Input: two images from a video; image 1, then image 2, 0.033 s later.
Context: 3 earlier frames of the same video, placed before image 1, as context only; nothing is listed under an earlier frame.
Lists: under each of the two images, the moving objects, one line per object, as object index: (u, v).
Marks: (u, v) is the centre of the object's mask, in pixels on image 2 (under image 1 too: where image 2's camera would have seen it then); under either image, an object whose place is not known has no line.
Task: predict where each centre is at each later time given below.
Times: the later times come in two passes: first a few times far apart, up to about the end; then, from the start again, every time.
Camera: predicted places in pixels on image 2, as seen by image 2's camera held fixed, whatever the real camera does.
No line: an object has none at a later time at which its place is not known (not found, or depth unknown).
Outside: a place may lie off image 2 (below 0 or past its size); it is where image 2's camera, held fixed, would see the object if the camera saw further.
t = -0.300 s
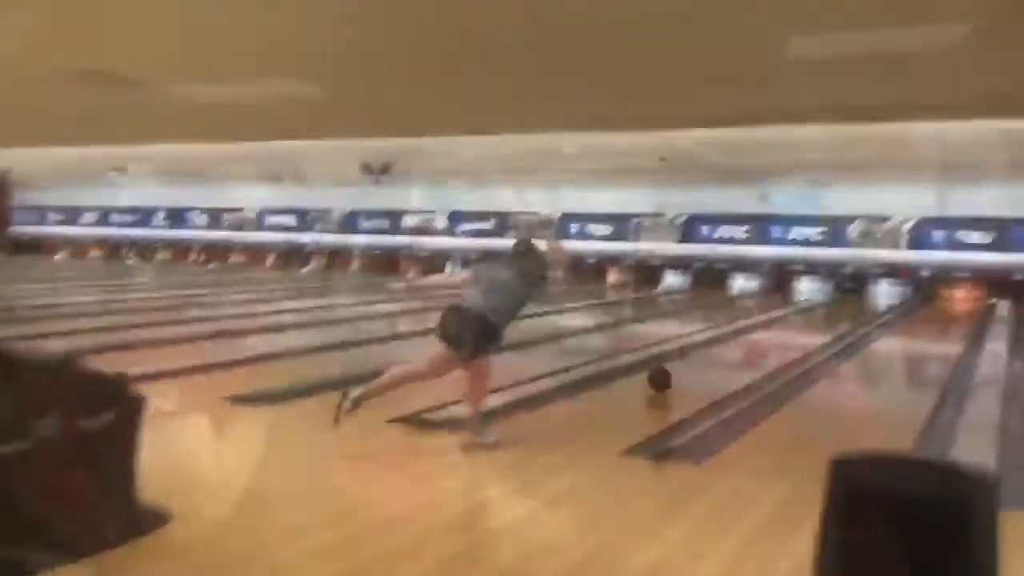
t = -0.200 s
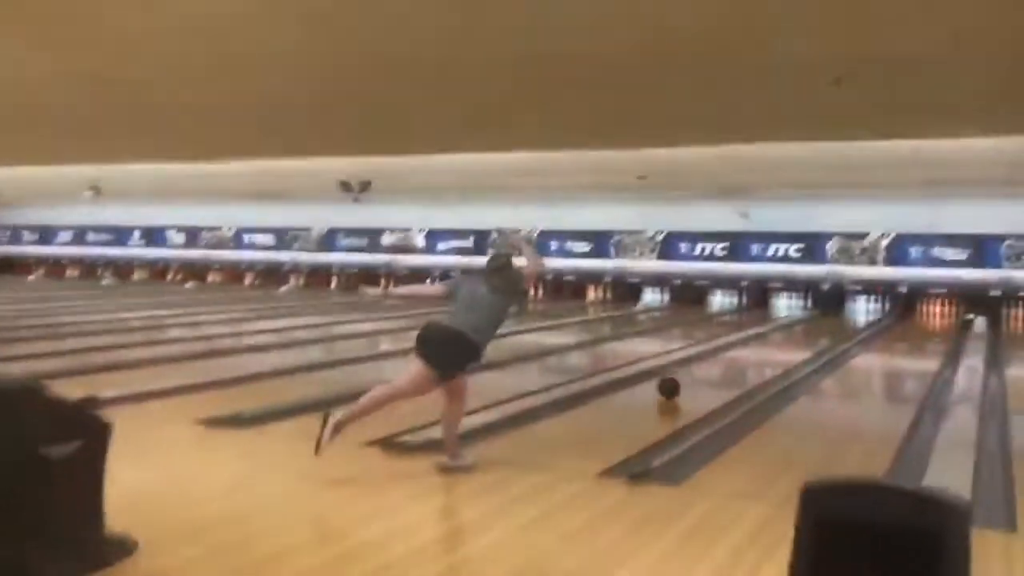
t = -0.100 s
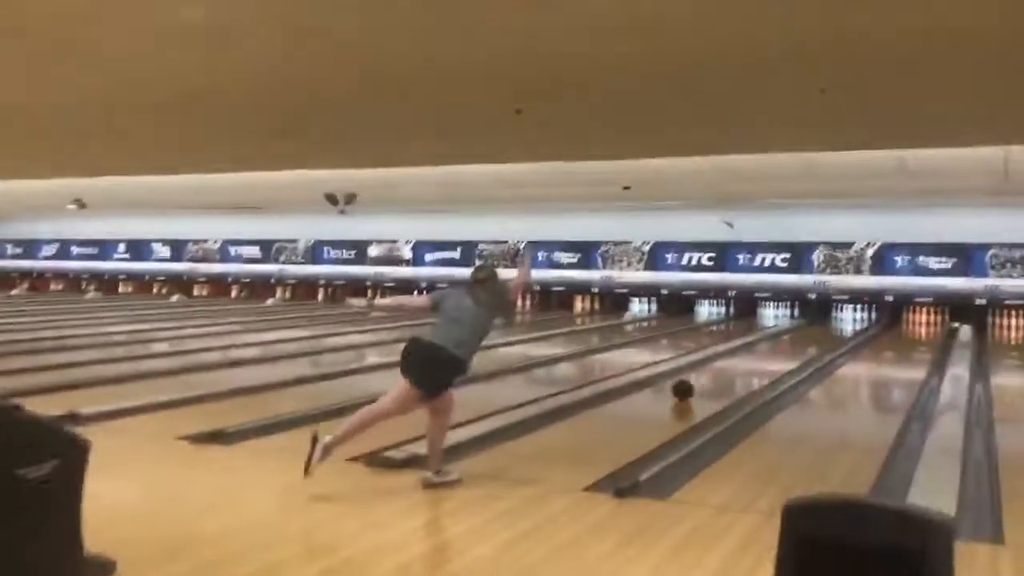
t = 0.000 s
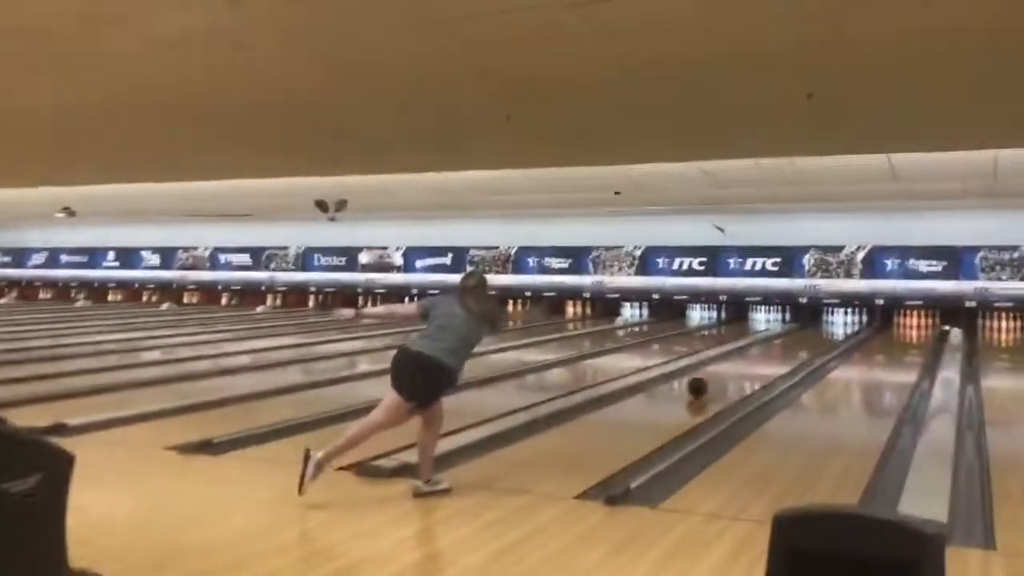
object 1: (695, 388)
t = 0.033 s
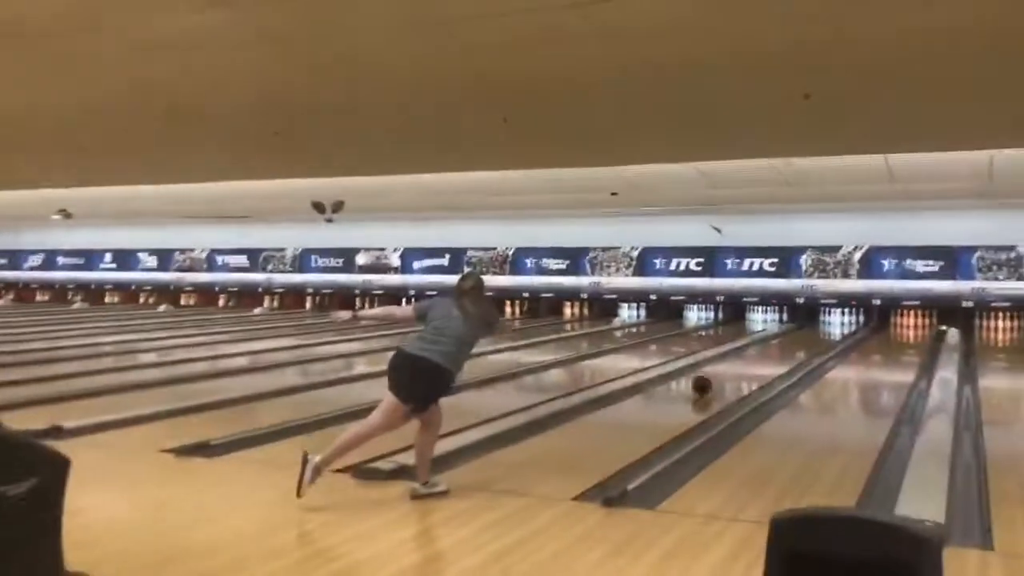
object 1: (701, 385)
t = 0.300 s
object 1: (747, 367)
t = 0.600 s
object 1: (785, 353)
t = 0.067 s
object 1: (708, 382)
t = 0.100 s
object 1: (714, 380)
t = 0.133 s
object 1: (720, 377)
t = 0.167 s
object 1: (726, 375)
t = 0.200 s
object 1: (732, 373)
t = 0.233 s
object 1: (737, 371)
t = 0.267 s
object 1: (742, 369)
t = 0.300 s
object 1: (747, 367)
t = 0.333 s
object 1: (752, 366)
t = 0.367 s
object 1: (756, 364)
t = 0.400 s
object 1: (761, 362)
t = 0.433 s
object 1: (765, 361)
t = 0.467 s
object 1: (769, 359)
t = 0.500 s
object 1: (774, 357)
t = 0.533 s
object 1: (777, 356)
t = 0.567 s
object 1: (781, 355)
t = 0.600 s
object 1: (785, 353)
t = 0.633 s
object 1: (787, 352)
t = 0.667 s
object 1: (790, 351)
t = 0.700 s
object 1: (794, 349)
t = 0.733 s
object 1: (797, 348)
